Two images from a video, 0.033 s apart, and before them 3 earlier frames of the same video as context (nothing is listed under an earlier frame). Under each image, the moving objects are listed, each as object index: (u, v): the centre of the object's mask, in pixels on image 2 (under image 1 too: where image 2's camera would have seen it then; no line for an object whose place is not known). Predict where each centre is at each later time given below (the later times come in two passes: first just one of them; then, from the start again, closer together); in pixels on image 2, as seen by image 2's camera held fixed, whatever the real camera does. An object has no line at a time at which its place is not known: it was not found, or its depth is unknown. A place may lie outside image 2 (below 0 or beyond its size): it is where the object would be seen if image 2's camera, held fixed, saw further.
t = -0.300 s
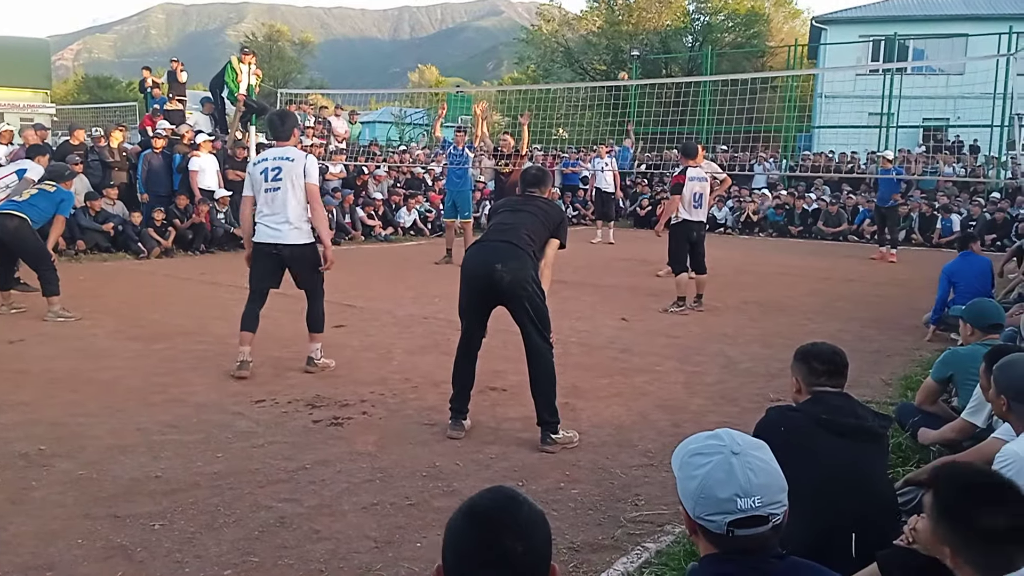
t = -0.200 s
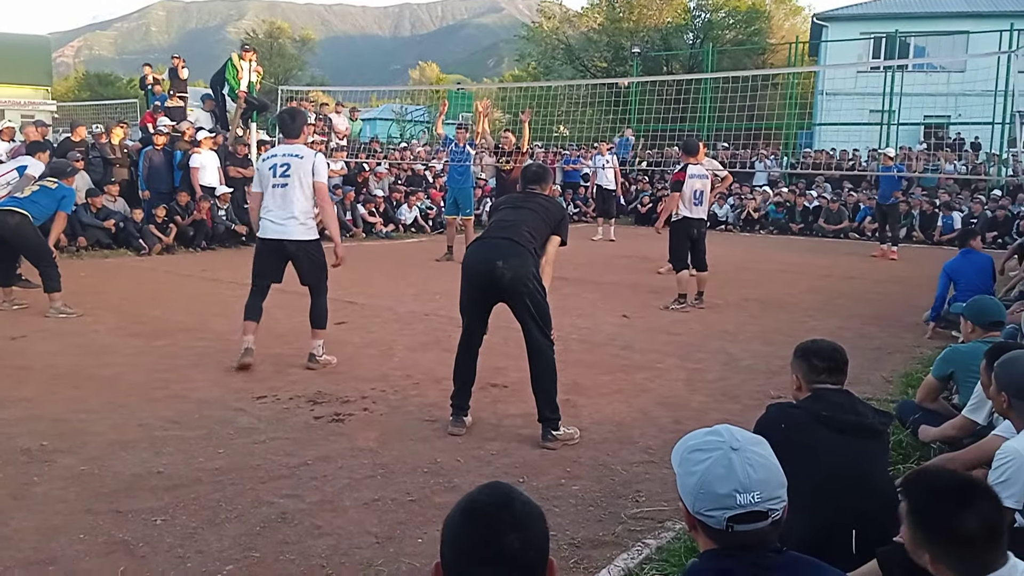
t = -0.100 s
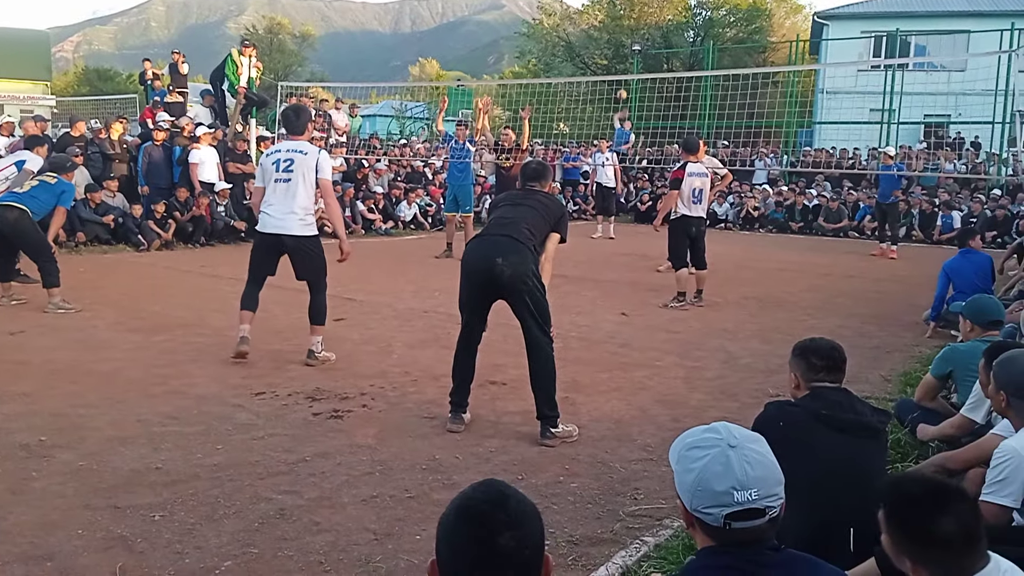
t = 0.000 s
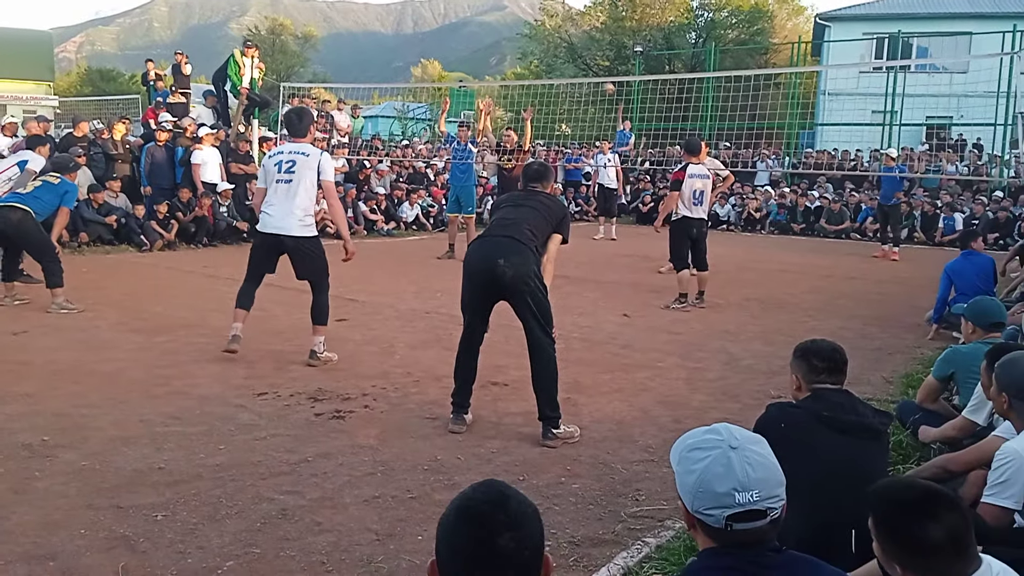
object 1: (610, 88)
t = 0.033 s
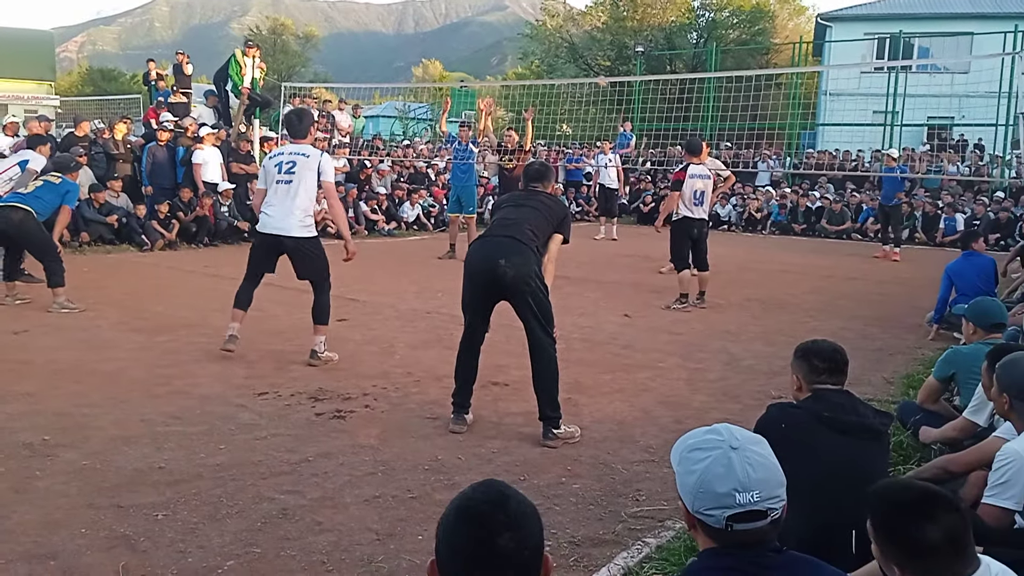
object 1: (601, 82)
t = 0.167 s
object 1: (567, 59)
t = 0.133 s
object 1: (576, 65)
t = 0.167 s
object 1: (567, 59)
